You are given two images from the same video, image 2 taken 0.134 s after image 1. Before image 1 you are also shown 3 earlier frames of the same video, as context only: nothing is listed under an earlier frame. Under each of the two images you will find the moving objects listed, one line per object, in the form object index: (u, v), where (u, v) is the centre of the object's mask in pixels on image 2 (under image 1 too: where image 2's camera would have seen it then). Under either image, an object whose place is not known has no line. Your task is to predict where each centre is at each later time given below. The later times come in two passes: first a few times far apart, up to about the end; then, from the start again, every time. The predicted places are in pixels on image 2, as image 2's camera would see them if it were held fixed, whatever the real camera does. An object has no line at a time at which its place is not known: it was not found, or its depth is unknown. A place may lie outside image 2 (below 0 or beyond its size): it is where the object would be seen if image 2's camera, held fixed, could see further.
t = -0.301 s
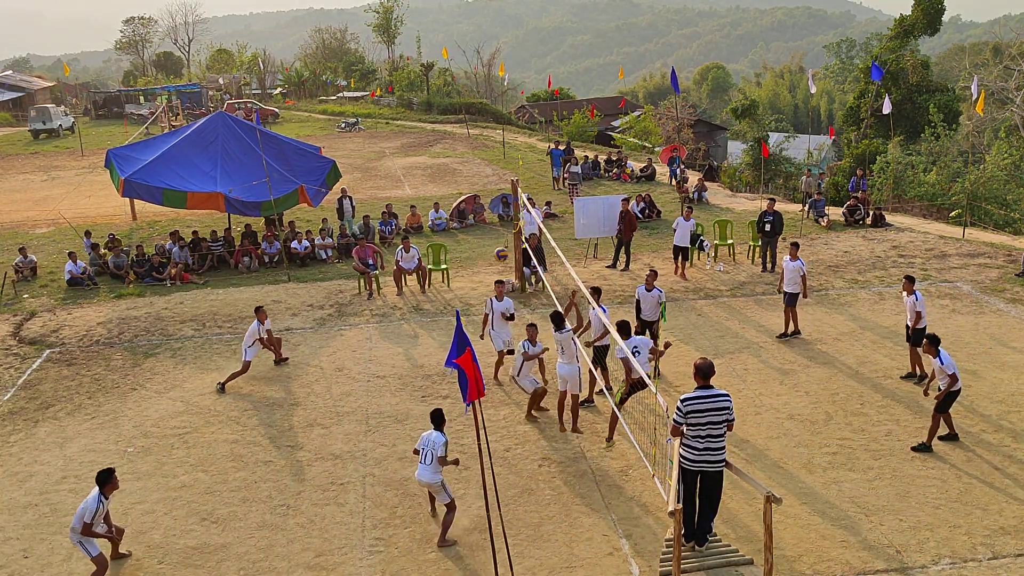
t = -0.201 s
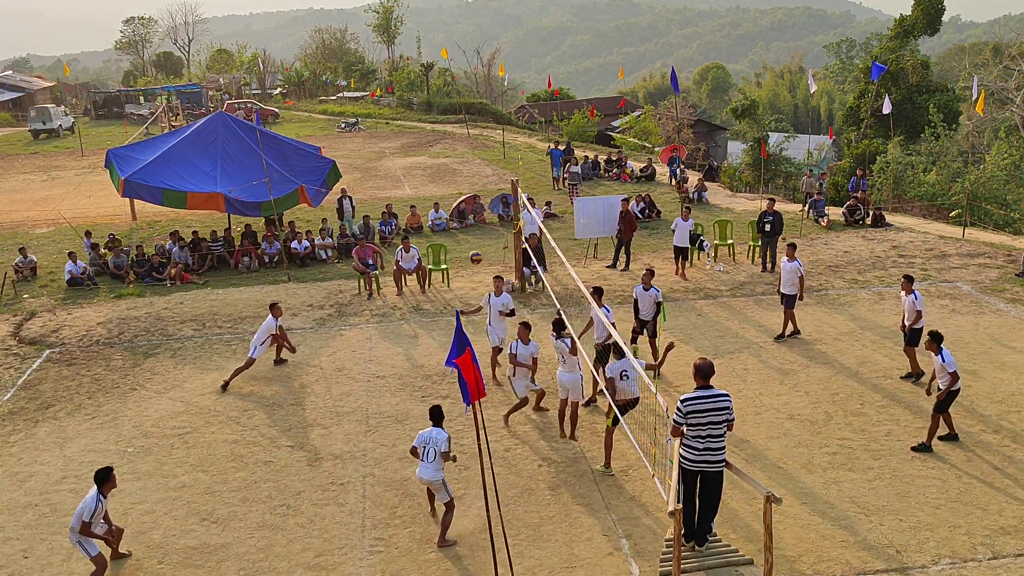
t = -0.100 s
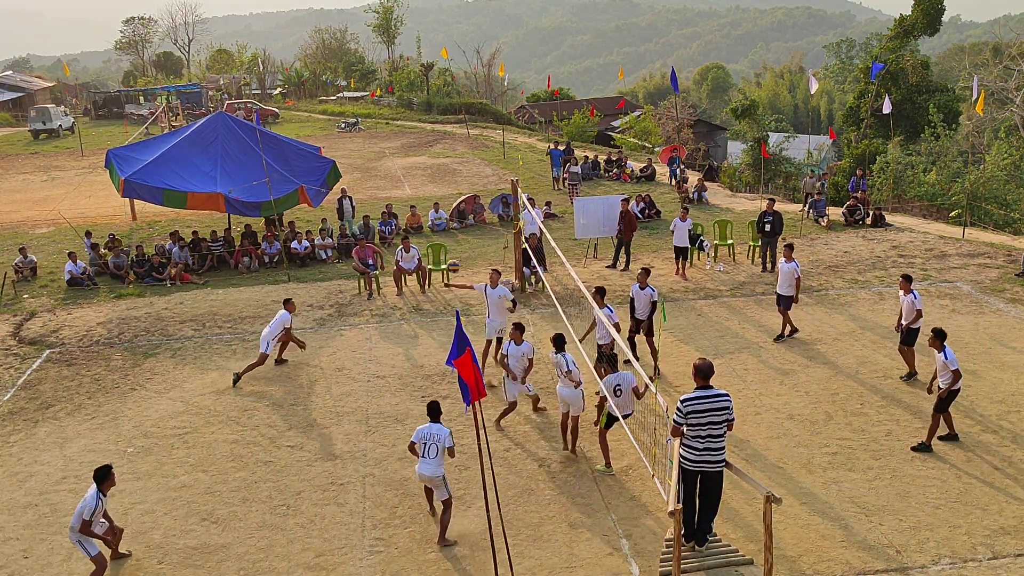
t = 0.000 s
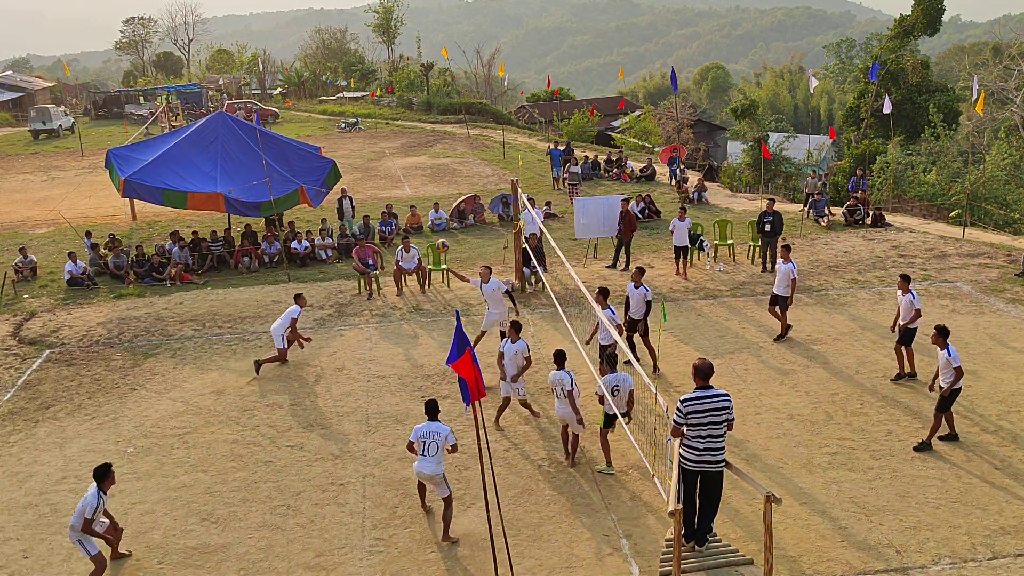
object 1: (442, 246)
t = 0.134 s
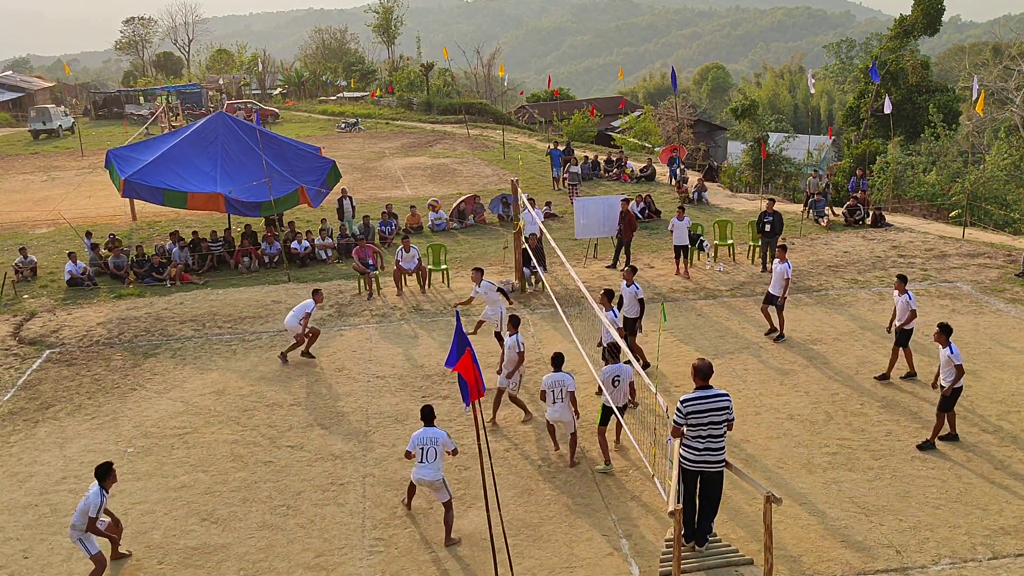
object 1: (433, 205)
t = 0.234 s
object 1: (428, 179)
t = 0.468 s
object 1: (414, 140)
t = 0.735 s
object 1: (401, 141)
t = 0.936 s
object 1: (394, 179)
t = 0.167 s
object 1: (432, 196)
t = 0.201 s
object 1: (430, 187)
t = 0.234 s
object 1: (428, 179)
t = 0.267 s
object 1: (426, 172)
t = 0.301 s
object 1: (424, 165)
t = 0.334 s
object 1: (422, 159)
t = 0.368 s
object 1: (420, 153)
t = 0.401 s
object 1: (418, 148)
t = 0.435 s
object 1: (416, 144)
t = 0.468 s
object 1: (414, 140)
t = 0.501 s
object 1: (413, 137)
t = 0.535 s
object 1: (411, 135)
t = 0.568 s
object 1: (409, 134)
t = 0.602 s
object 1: (408, 134)
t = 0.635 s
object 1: (406, 134)
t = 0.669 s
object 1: (405, 136)
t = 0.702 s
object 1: (403, 138)
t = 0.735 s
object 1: (401, 141)
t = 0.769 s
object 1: (400, 145)
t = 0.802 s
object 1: (399, 150)
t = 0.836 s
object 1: (397, 156)
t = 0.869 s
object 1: (396, 163)
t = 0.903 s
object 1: (395, 171)
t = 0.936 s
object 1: (394, 179)
